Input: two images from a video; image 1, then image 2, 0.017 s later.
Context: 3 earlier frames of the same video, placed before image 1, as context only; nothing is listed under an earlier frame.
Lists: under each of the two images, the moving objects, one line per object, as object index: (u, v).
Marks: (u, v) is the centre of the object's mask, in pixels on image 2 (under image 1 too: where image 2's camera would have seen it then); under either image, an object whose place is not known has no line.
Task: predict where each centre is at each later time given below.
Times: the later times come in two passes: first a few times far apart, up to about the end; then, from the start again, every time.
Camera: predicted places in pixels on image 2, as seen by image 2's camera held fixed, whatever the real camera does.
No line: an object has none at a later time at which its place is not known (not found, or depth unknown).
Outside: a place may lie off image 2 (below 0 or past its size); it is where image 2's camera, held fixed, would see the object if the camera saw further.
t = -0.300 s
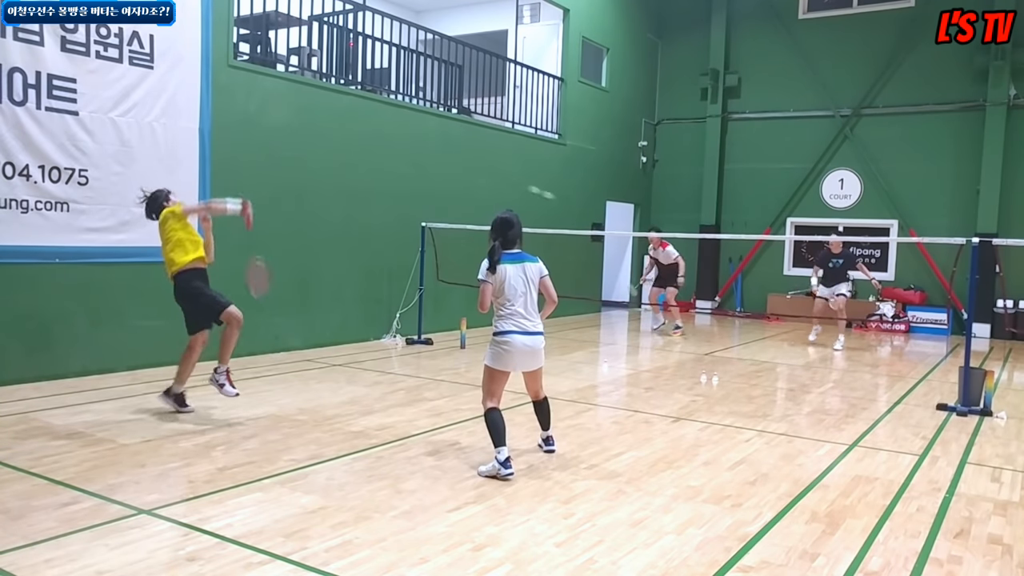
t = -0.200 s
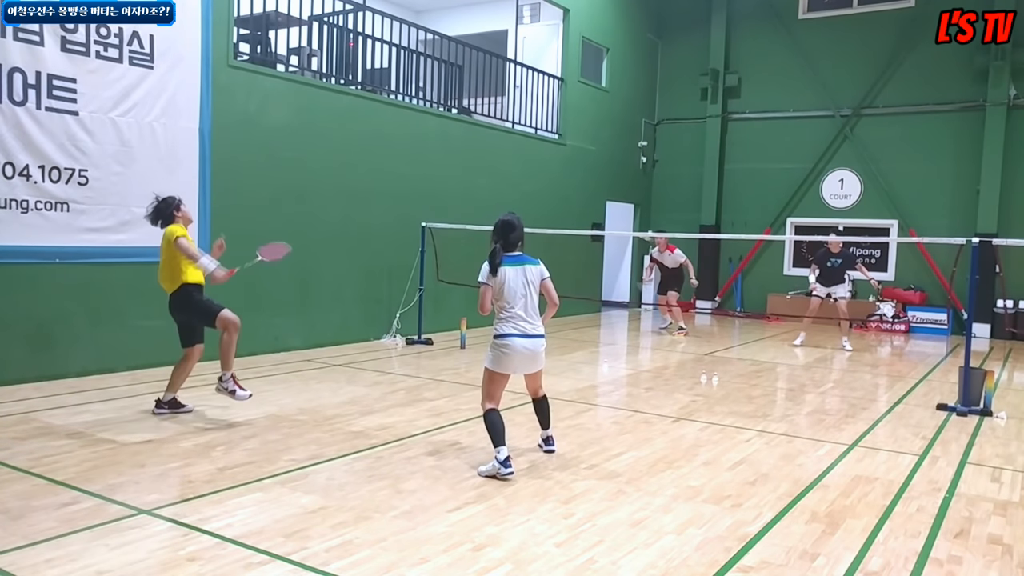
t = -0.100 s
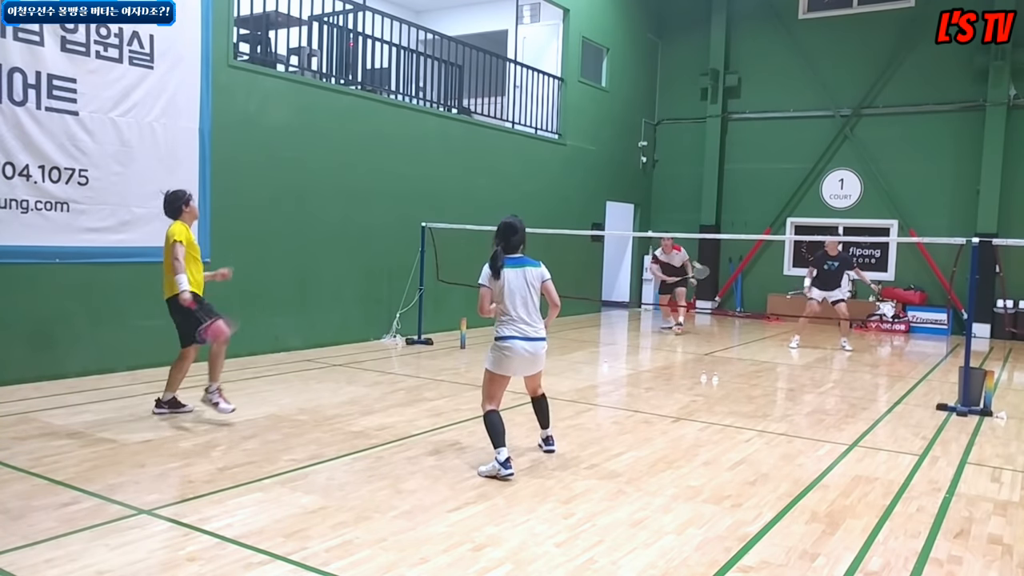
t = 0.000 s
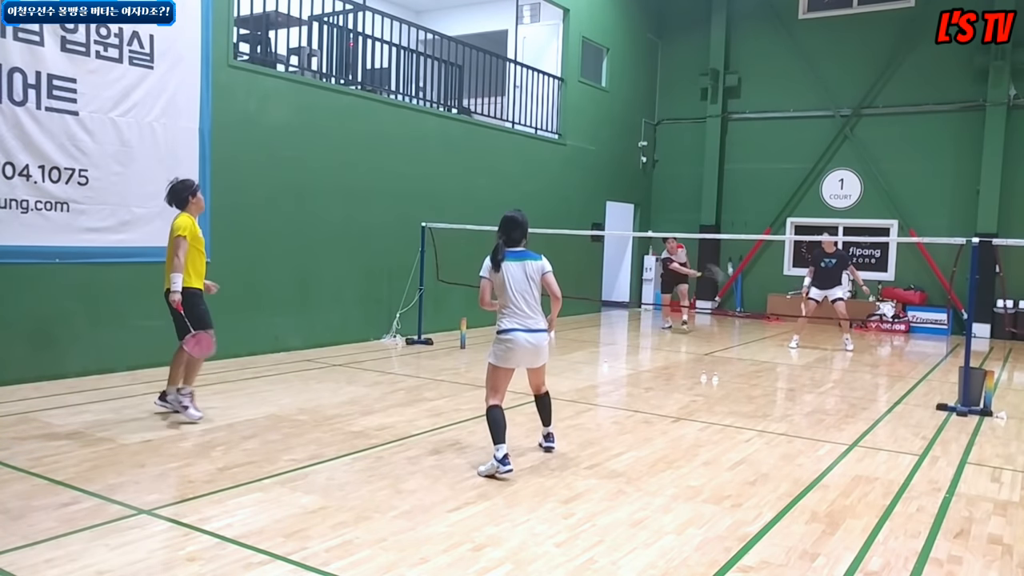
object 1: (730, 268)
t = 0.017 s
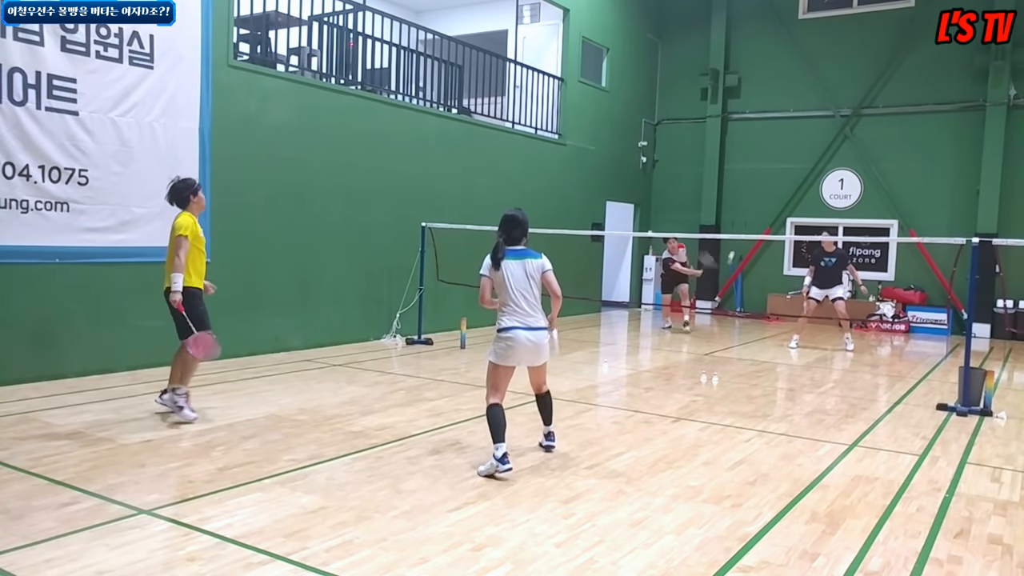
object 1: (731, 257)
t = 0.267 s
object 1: (765, 180)
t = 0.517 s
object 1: (795, 167)
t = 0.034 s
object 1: (733, 252)
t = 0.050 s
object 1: (736, 246)
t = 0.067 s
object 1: (738, 239)
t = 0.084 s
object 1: (741, 231)
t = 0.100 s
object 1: (743, 226)
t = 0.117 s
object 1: (745, 220)
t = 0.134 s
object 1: (748, 215)
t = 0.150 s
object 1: (750, 210)
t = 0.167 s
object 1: (752, 205)
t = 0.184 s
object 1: (754, 200)
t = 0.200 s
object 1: (756, 196)
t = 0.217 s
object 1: (758, 191)
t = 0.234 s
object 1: (761, 187)
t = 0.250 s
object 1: (763, 184)
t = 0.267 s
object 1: (765, 180)
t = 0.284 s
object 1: (767, 177)
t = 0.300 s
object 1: (769, 175)
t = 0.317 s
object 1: (771, 172)
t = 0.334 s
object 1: (773, 170)
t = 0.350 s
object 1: (775, 168)
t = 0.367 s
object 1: (777, 166)
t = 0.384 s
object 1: (779, 165)
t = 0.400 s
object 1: (781, 164)
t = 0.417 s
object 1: (783, 164)
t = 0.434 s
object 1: (785, 163)
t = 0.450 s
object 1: (787, 163)
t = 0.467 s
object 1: (789, 164)
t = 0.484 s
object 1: (791, 164)
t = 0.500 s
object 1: (793, 166)
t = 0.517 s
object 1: (795, 167)
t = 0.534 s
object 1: (796, 169)
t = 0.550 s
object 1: (798, 171)
